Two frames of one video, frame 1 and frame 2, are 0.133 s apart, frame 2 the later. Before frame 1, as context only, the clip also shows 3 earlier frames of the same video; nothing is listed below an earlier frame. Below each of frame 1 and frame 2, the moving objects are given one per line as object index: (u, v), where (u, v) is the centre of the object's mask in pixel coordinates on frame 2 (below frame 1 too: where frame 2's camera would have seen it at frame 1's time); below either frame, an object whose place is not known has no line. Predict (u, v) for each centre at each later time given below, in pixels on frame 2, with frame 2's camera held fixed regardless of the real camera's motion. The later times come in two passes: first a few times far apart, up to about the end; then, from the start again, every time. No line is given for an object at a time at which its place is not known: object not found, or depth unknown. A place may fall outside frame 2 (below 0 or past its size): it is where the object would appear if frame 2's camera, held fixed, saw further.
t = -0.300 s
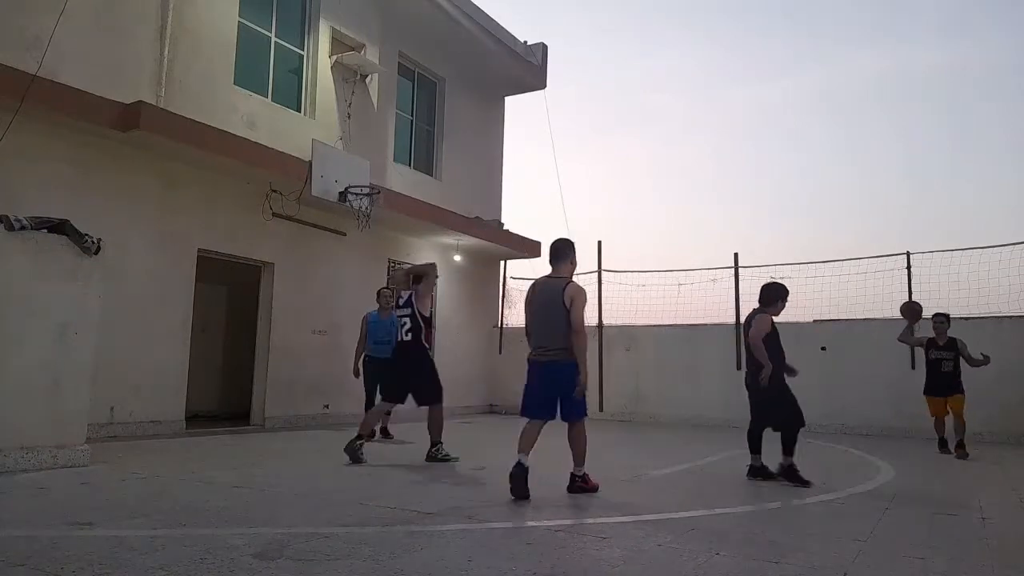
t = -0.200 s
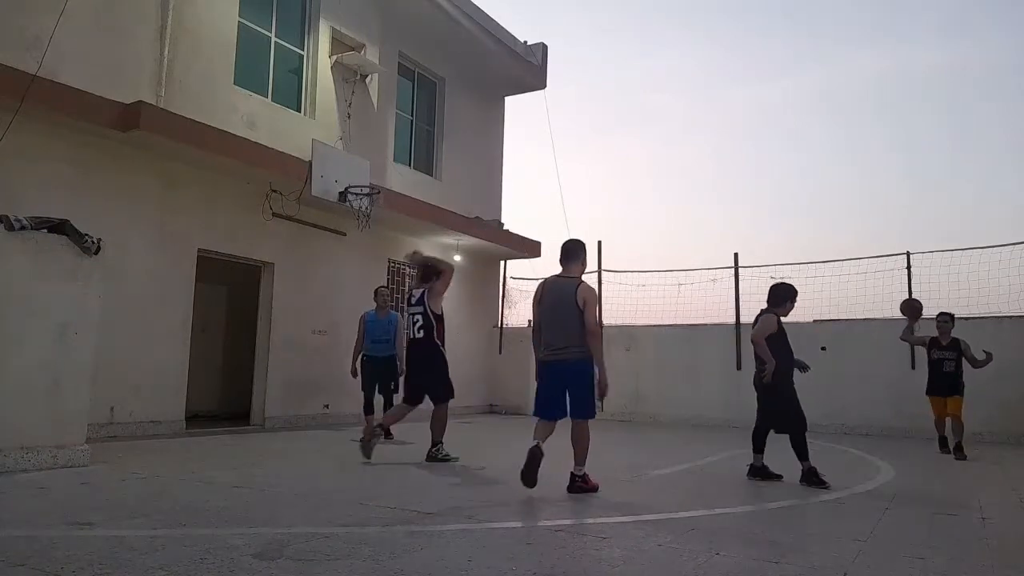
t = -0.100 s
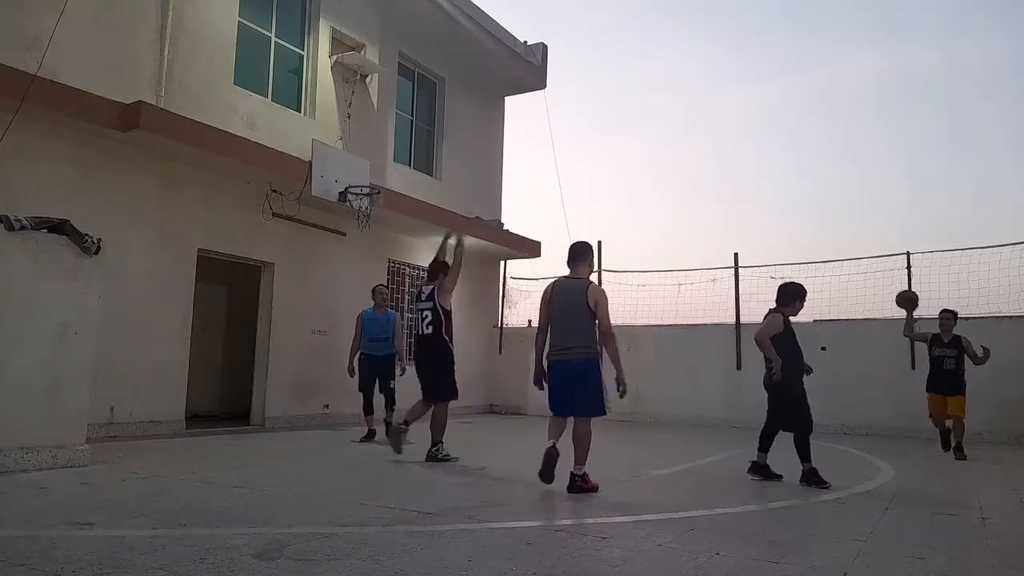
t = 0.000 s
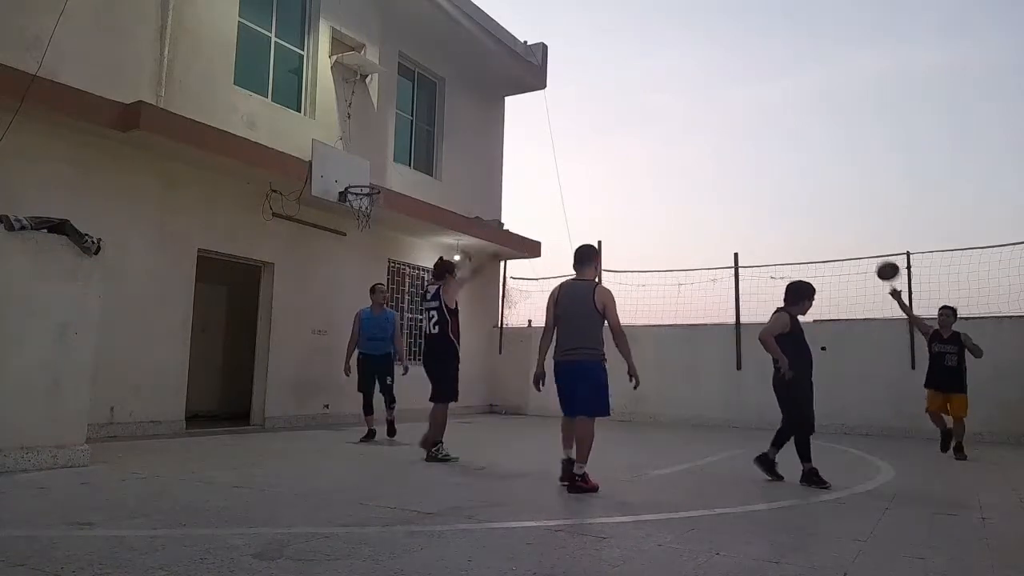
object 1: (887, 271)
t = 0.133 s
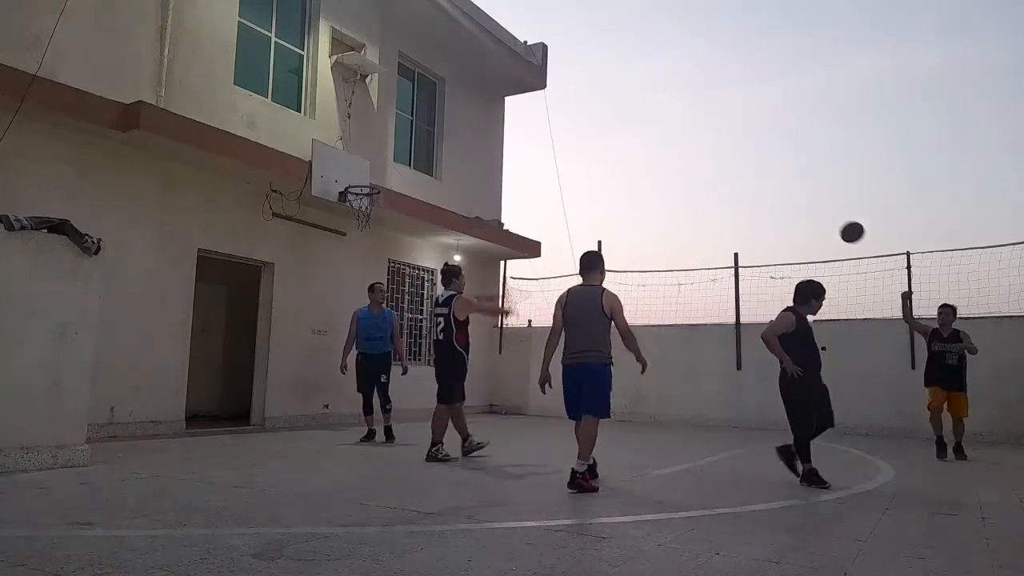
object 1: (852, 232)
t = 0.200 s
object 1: (833, 216)
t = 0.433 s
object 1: (756, 191)
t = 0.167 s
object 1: (842, 224)
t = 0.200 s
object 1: (833, 216)
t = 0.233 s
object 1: (823, 210)
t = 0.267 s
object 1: (812, 204)
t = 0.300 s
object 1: (802, 200)
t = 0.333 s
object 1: (791, 196)
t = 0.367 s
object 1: (780, 193)
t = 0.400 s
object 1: (768, 192)
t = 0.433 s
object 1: (756, 191)
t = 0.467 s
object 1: (744, 191)
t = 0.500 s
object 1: (731, 193)
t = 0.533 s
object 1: (717, 196)
